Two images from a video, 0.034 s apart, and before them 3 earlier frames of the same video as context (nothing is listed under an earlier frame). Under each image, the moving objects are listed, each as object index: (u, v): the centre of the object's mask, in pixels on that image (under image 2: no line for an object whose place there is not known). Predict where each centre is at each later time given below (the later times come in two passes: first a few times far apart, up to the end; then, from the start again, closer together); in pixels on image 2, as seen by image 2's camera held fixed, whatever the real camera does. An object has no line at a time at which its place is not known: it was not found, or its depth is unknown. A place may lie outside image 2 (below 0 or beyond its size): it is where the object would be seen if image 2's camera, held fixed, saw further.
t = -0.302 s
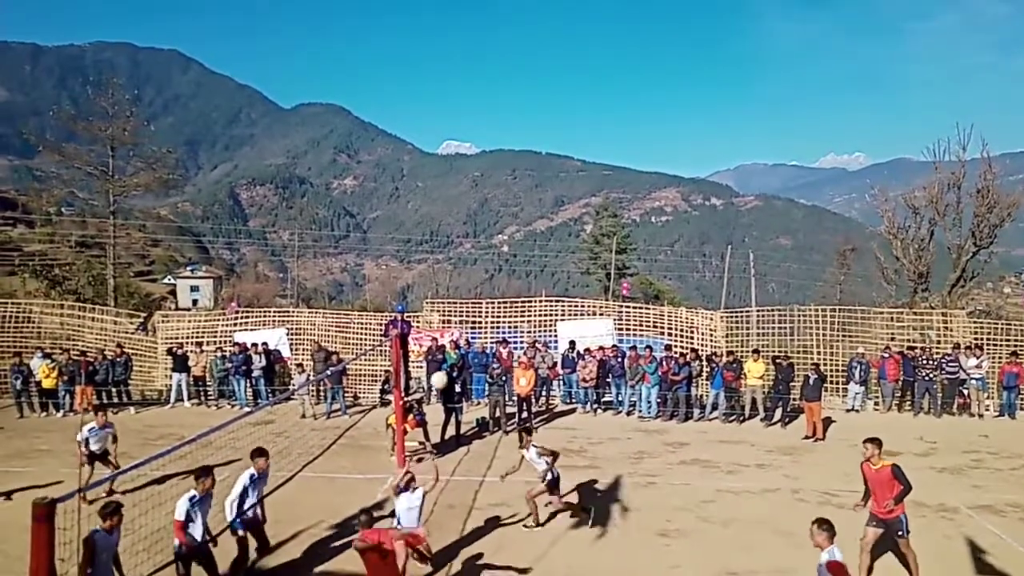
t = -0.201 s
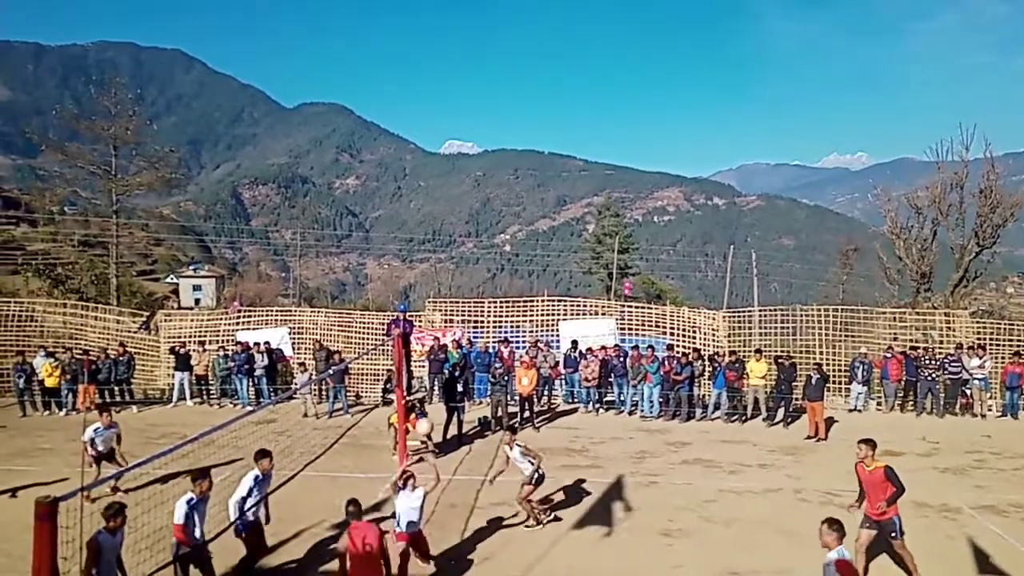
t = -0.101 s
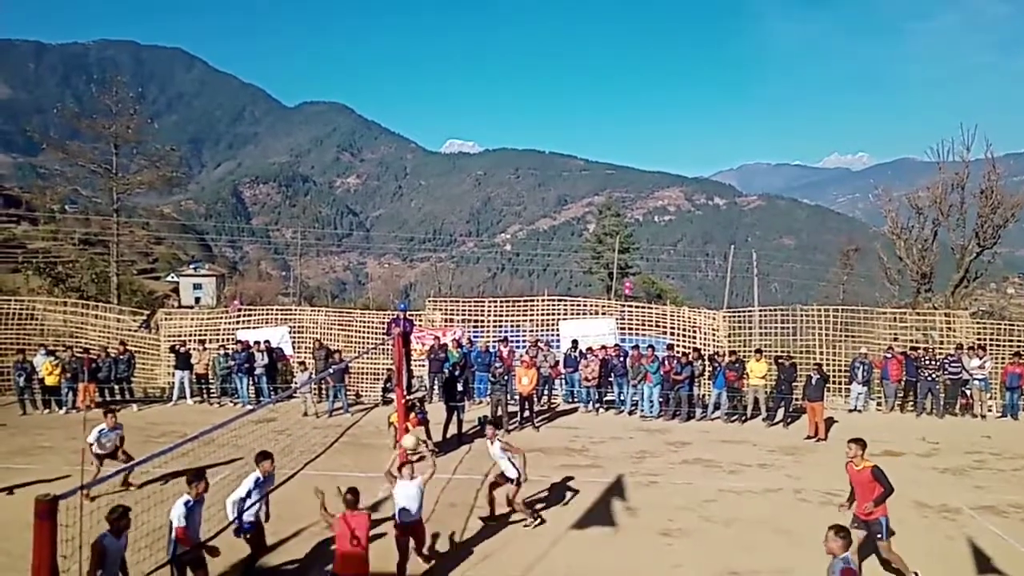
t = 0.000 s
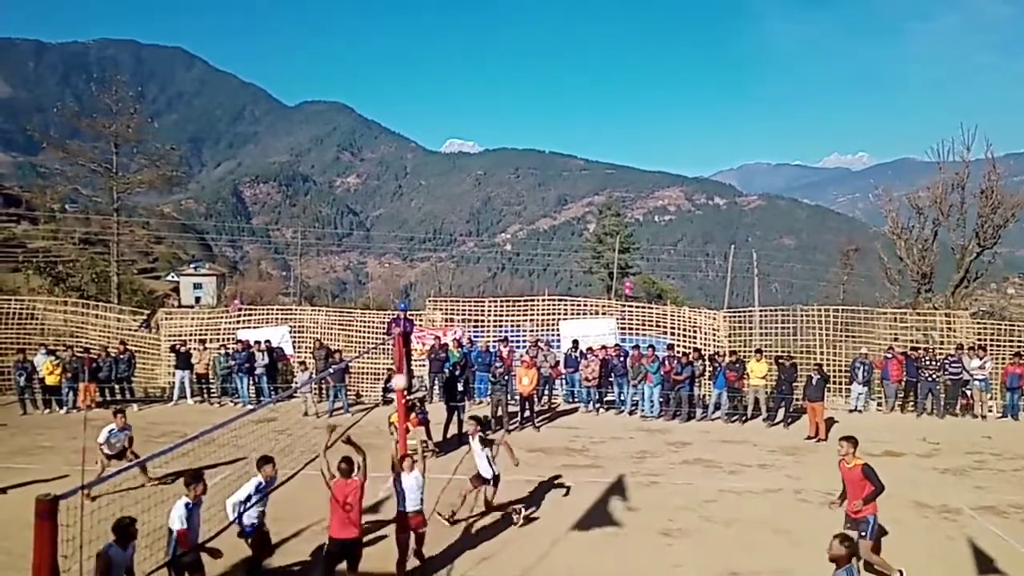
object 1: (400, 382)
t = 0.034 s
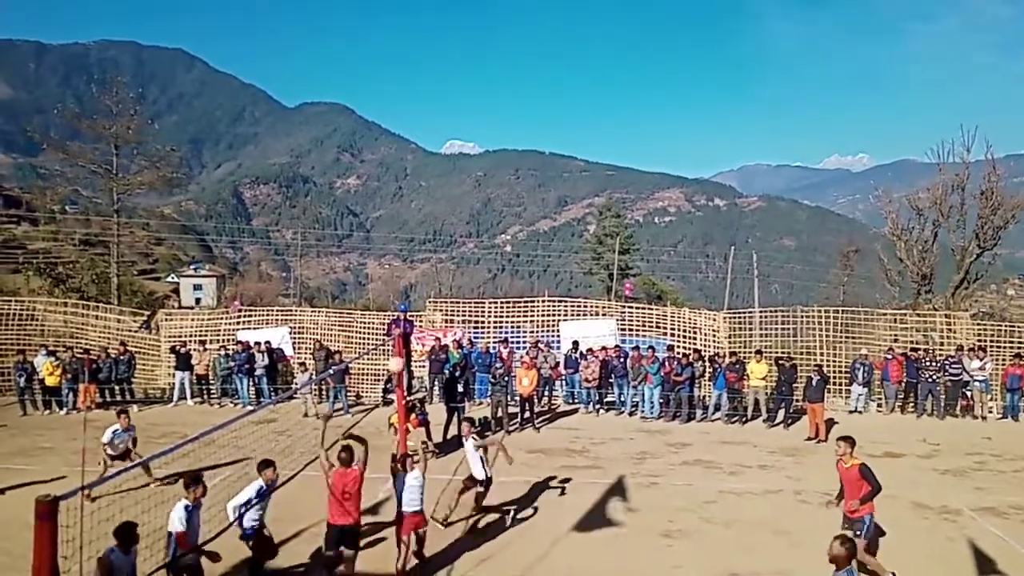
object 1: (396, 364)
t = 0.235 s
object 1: (374, 272)
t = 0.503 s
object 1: (347, 195)
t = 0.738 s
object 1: (324, 178)
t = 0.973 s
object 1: (302, 217)
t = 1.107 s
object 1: (287, 269)
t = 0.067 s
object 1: (391, 348)
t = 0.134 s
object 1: (385, 314)
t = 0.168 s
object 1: (381, 299)
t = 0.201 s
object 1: (378, 285)
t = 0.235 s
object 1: (374, 272)
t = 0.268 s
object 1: (371, 259)
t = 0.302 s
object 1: (367, 247)
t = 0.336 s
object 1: (365, 236)
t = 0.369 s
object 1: (360, 226)
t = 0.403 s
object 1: (358, 217)
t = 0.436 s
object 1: (354, 209)
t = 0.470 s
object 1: (350, 201)
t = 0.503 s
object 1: (347, 195)
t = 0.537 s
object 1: (345, 189)
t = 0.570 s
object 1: (341, 185)
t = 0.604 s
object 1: (337, 181)
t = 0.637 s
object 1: (334, 179)
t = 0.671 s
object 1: (330, 177)
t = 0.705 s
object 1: (327, 177)
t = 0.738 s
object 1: (324, 178)
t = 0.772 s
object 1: (320, 180)
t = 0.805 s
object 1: (317, 184)
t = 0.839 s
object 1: (313, 187)
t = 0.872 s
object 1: (311, 193)
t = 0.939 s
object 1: (304, 208)
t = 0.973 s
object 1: (302, 217)
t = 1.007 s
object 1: (298, 228)
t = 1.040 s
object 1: (295, 240)
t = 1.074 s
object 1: (291, 254)
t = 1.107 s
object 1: (287, 269)
